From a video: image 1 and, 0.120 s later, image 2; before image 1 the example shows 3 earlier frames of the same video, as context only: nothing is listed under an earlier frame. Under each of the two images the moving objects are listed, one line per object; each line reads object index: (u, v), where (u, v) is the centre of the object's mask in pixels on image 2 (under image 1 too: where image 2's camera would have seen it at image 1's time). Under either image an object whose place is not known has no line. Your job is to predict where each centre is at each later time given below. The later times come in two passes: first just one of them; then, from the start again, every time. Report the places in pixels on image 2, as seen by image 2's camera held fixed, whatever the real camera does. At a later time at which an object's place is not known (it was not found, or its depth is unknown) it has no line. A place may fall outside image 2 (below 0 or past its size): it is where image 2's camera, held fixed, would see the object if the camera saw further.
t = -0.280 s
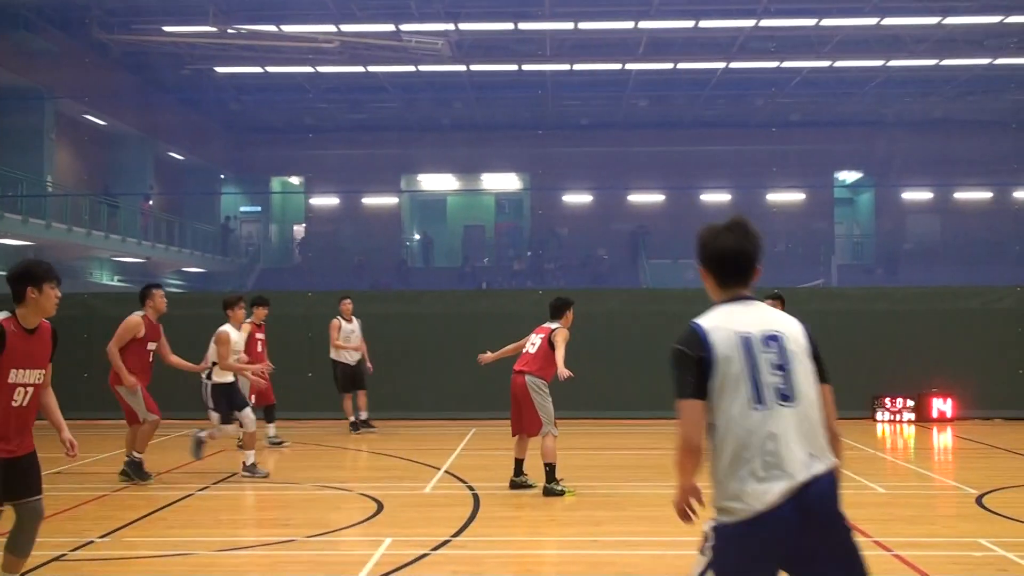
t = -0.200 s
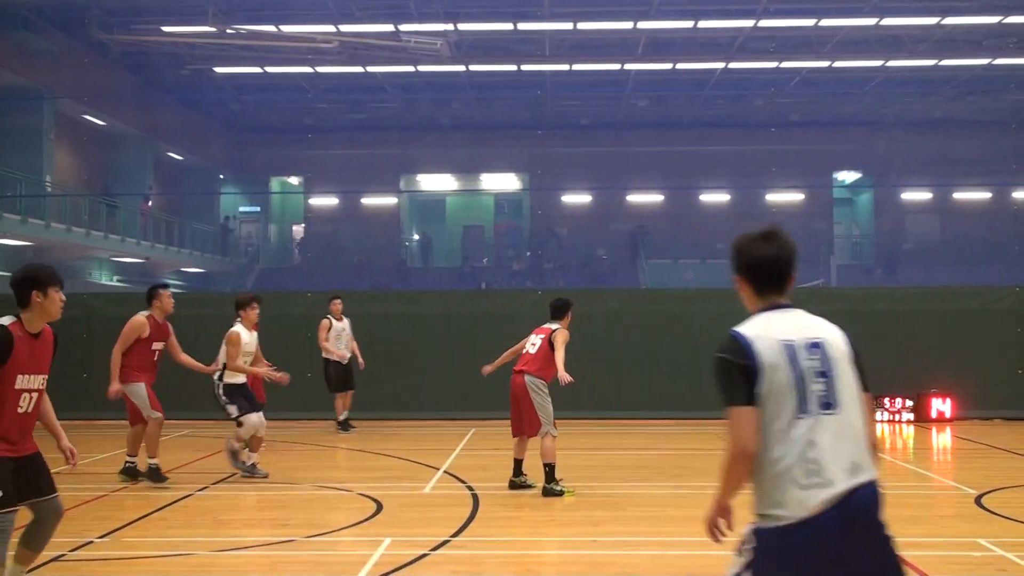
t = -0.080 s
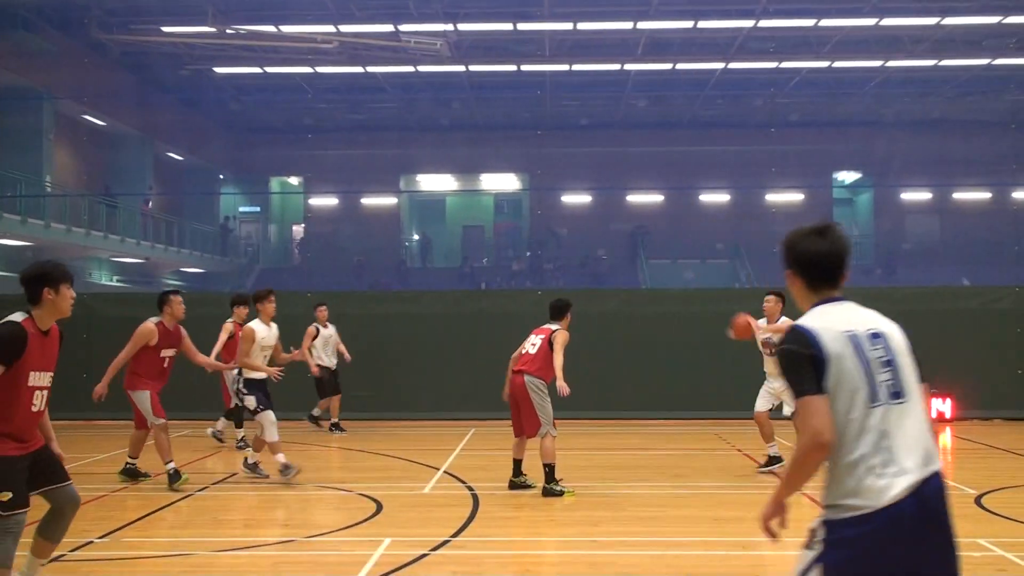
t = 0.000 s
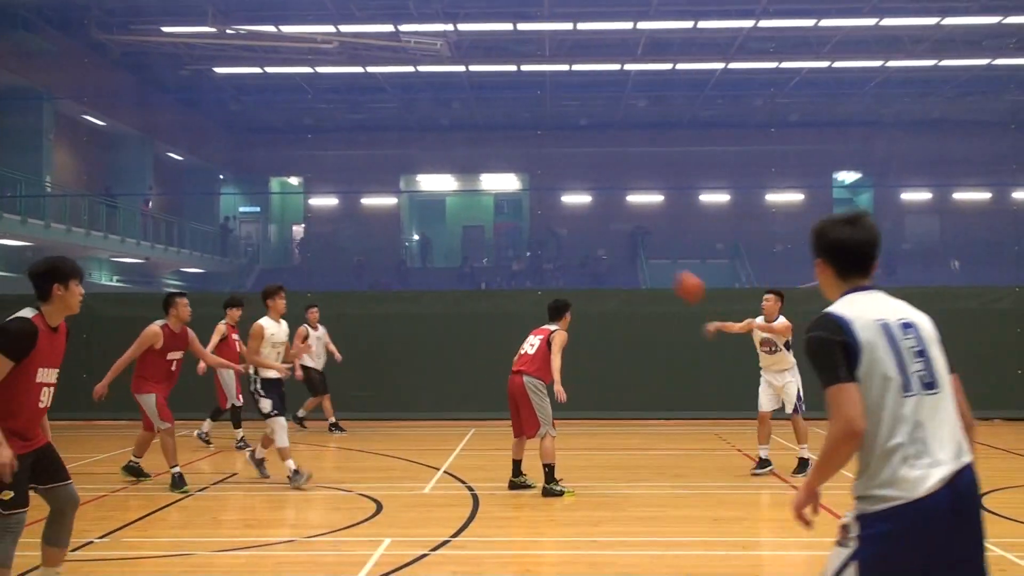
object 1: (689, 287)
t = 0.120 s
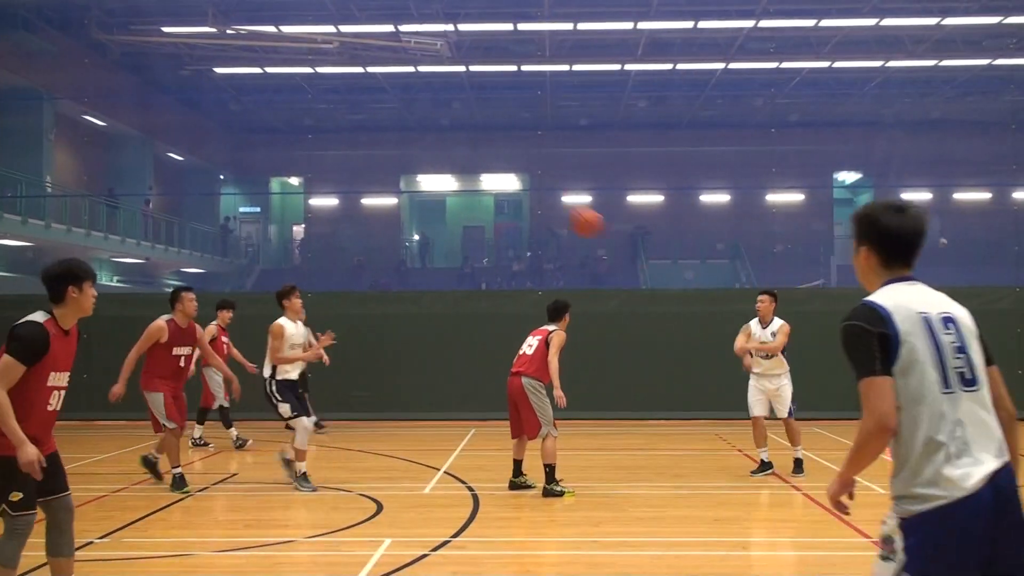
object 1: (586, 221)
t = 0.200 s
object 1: (509, 180)
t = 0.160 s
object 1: (546, 200)
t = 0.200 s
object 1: (509, 180)
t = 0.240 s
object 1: (465, 160)
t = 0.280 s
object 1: (421, 141)
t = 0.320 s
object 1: (374, 123)
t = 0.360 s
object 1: (324, 106)
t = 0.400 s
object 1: (270, 90)
